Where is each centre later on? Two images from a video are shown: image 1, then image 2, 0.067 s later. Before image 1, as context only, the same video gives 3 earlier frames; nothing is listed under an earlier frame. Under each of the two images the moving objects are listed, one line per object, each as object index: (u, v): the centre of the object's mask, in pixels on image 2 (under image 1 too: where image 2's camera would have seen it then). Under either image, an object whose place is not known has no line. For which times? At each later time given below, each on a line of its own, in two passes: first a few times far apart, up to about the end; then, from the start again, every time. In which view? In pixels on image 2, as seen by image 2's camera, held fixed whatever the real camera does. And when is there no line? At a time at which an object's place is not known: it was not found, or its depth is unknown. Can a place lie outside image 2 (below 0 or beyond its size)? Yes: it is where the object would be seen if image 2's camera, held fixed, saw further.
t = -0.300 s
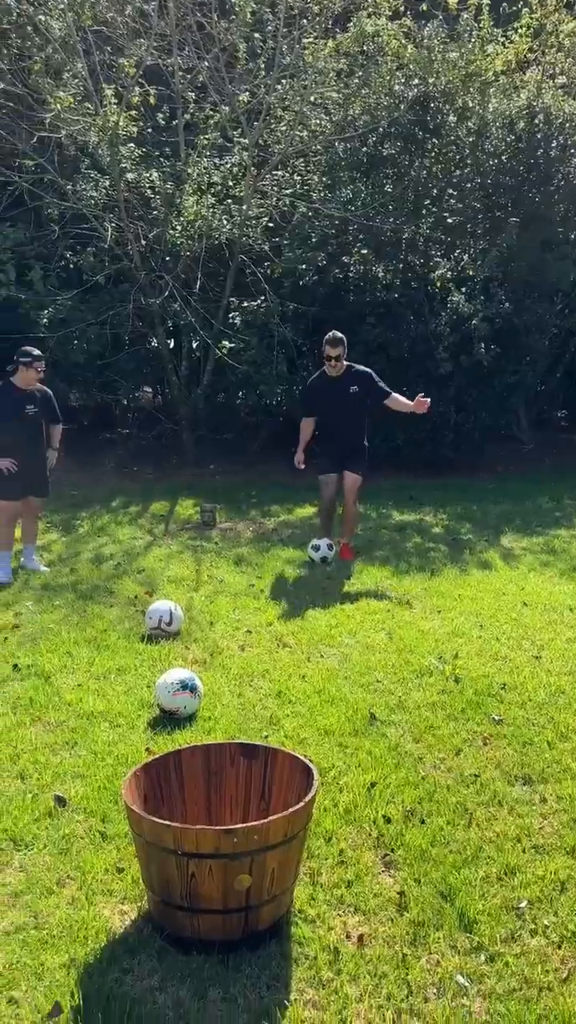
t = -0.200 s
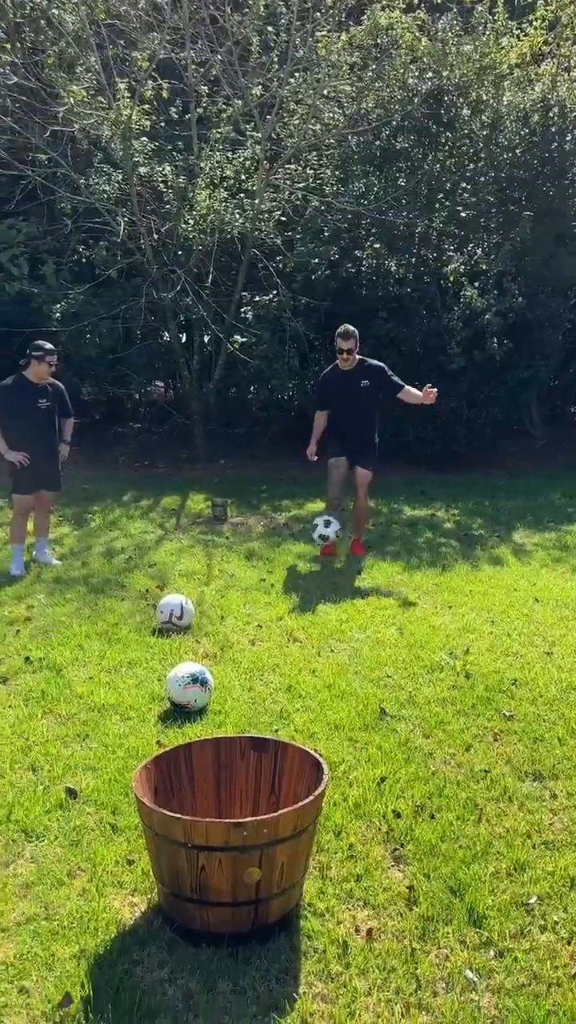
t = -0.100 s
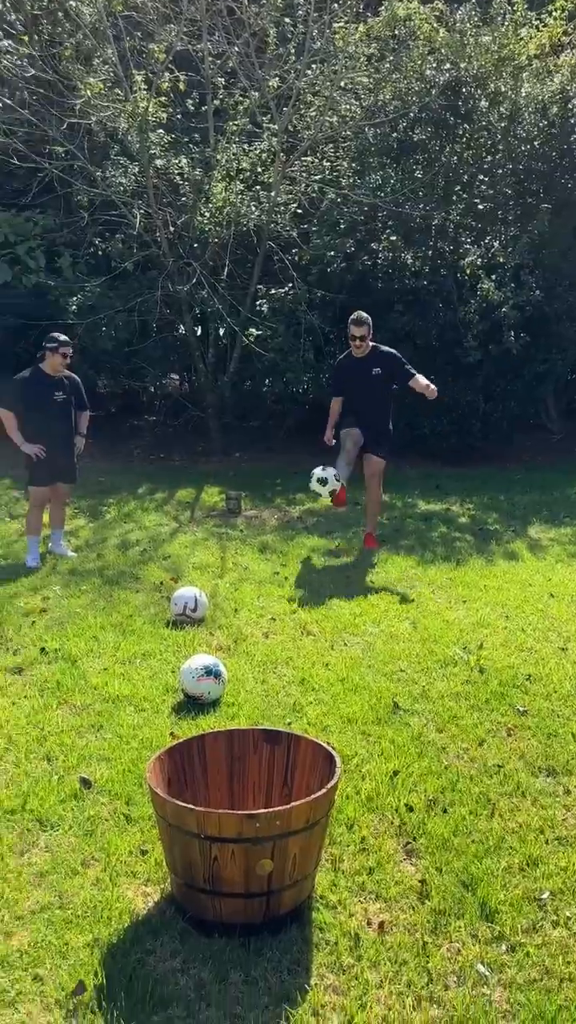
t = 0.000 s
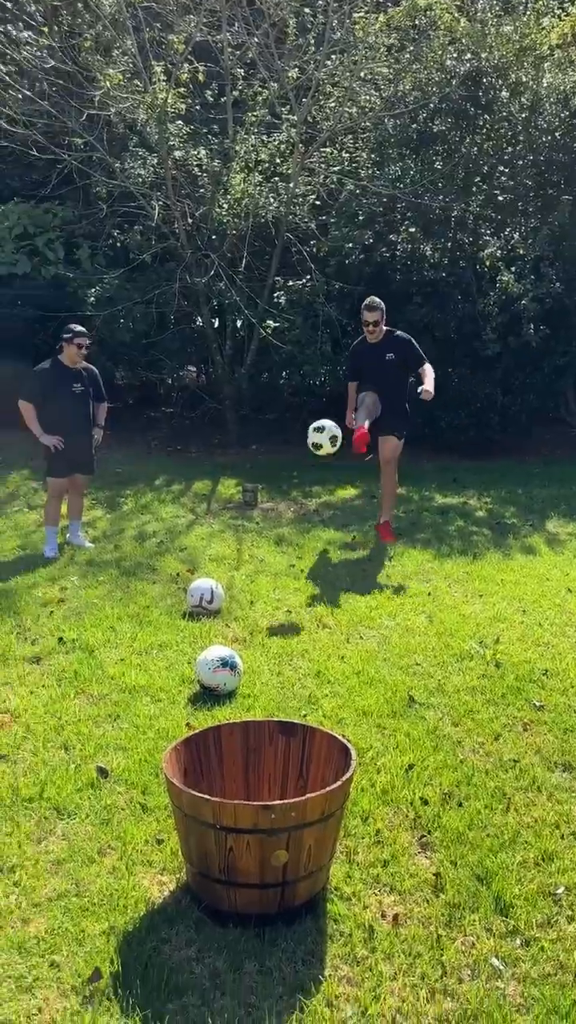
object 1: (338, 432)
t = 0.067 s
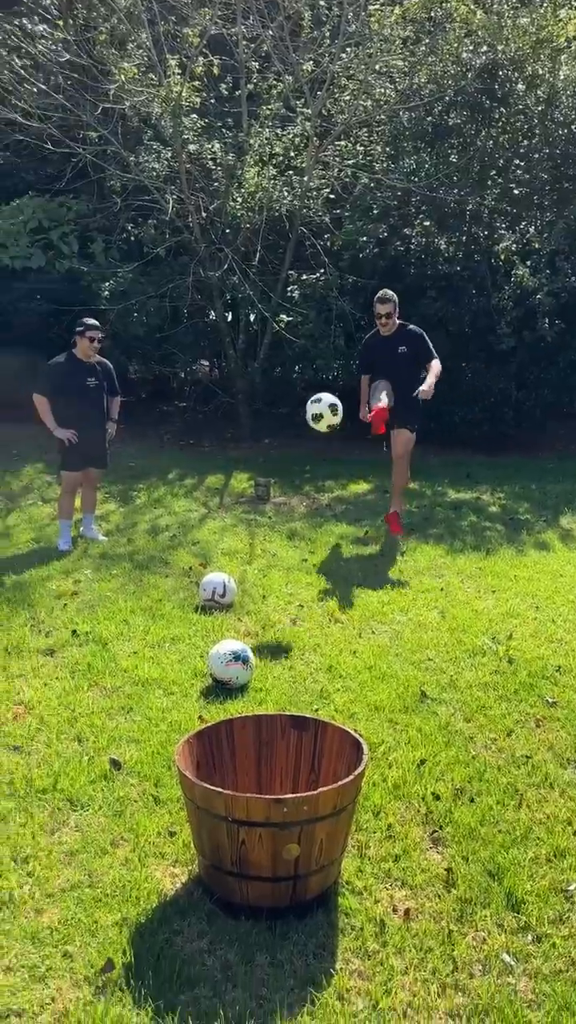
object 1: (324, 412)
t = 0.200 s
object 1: (293, 390)
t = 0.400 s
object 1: (234, 422)
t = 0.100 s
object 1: (317, 404)
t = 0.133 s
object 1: (309, 398)
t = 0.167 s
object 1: (301, 393)
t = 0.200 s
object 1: (293, 390)
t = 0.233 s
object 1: (284, 389)
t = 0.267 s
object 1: (275, 391)
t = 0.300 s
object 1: (266, 394)
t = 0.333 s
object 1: (256, 401)
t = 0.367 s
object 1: (245, 410)
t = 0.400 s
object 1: (234, 422)
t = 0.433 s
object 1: (221, 437)
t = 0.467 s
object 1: (209, 456)
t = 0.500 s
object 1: (195, 479)
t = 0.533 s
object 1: (181, 506)
